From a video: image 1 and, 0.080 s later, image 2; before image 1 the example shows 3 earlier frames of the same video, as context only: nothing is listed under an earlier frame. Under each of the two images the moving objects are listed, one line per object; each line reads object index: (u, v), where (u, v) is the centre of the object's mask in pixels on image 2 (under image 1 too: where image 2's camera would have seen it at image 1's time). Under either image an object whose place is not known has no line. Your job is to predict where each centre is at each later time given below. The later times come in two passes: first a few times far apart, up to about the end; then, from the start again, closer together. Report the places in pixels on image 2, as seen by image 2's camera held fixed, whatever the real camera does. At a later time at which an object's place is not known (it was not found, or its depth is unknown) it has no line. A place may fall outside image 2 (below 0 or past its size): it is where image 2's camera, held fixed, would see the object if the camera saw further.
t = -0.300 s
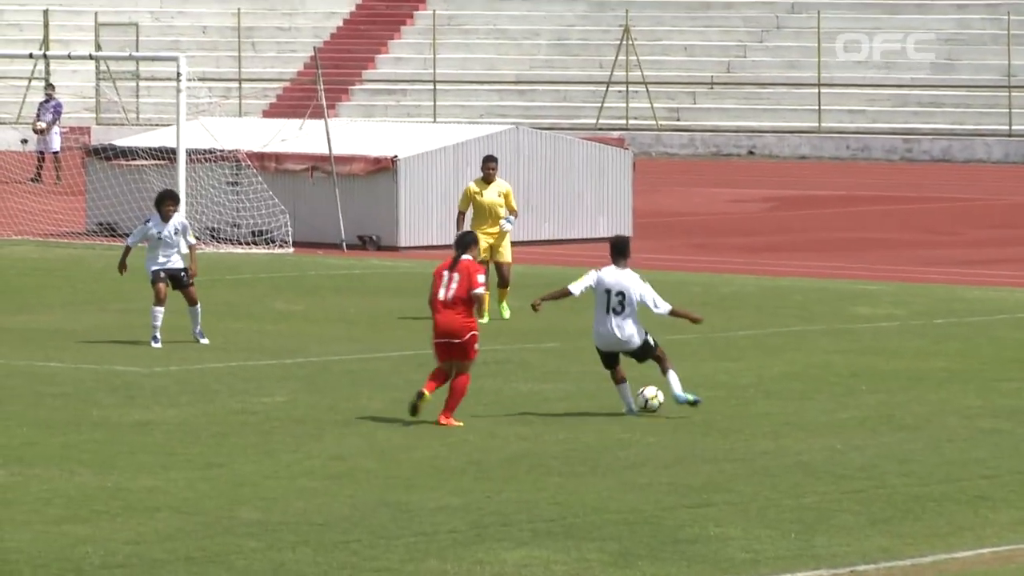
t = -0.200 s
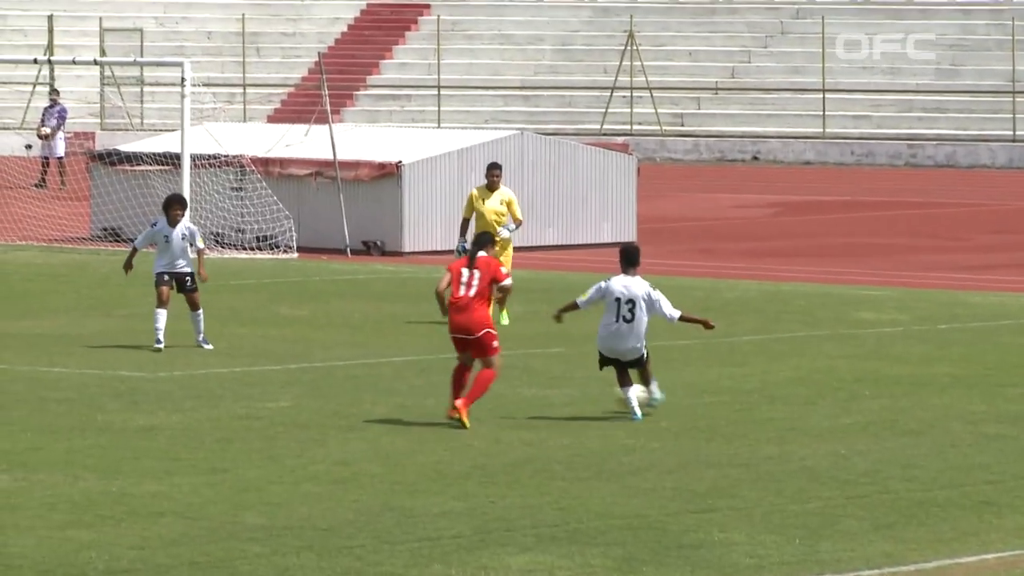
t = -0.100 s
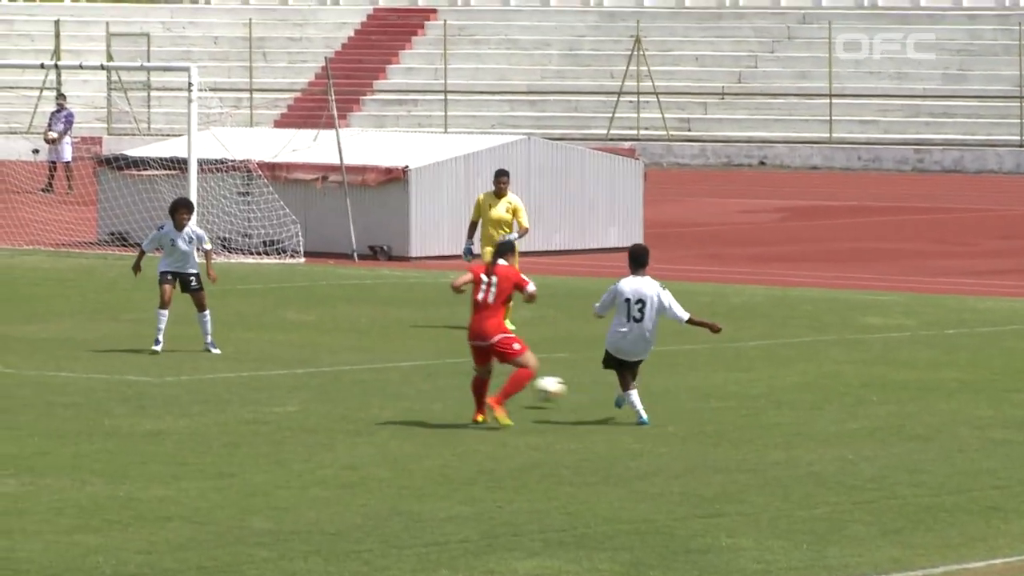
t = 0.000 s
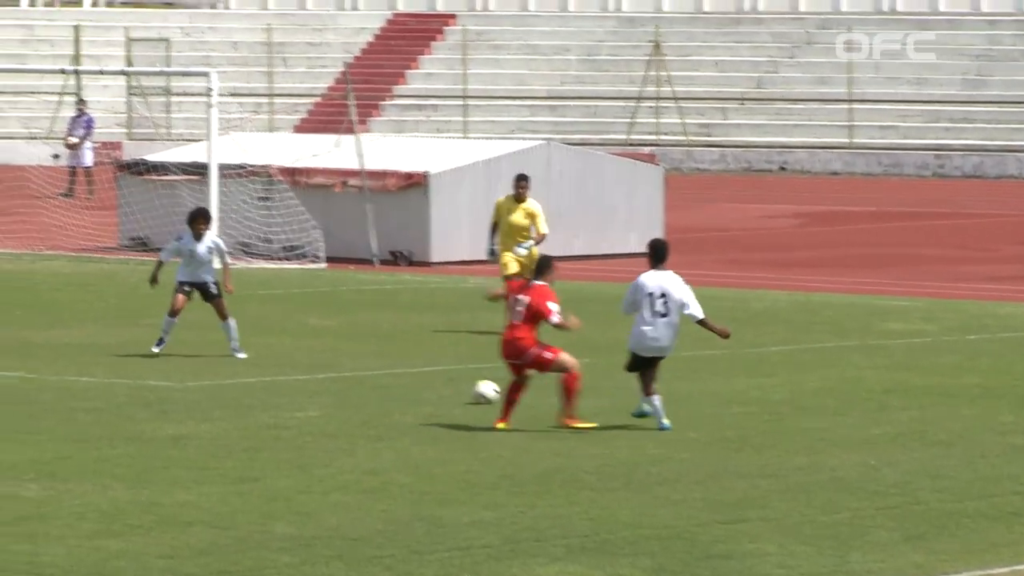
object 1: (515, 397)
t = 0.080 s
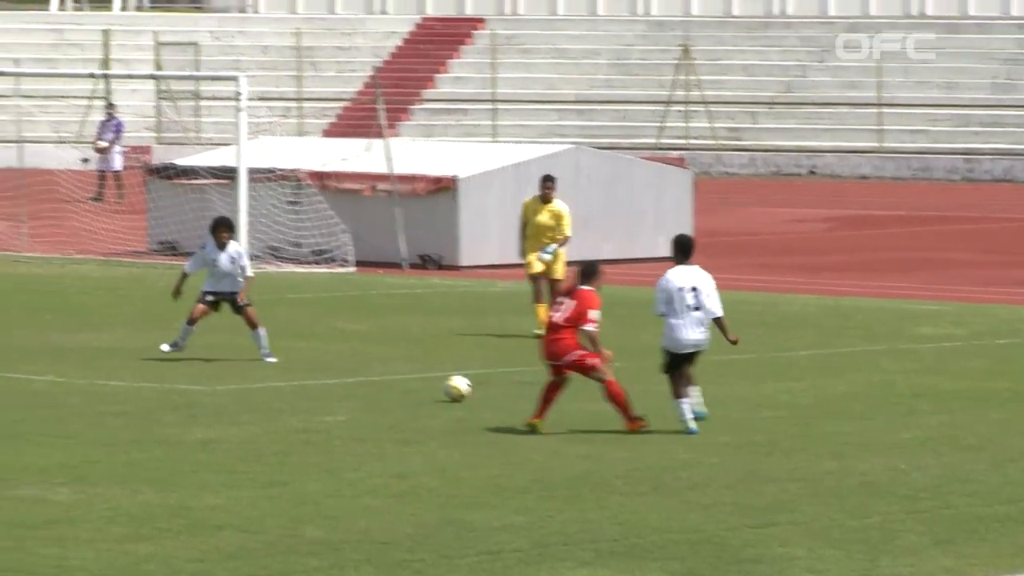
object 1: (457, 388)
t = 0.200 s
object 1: (378, 381)
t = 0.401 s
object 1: (271, 371)
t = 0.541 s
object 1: (209, 369)
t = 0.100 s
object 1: (443, 386)
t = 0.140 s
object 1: (416, 385)
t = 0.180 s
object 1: (390, 383)
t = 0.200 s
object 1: (378, 381)
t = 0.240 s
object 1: (355, 378)
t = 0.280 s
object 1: (332, 376)
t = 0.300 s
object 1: (321, 375)
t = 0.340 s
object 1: (299, 375)
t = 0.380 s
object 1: (280, 373)
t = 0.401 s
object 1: (271, 371)
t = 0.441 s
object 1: (253, 369)
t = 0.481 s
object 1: (235, 368)
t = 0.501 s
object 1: (226, 369)
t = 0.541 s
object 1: (209, 369)
